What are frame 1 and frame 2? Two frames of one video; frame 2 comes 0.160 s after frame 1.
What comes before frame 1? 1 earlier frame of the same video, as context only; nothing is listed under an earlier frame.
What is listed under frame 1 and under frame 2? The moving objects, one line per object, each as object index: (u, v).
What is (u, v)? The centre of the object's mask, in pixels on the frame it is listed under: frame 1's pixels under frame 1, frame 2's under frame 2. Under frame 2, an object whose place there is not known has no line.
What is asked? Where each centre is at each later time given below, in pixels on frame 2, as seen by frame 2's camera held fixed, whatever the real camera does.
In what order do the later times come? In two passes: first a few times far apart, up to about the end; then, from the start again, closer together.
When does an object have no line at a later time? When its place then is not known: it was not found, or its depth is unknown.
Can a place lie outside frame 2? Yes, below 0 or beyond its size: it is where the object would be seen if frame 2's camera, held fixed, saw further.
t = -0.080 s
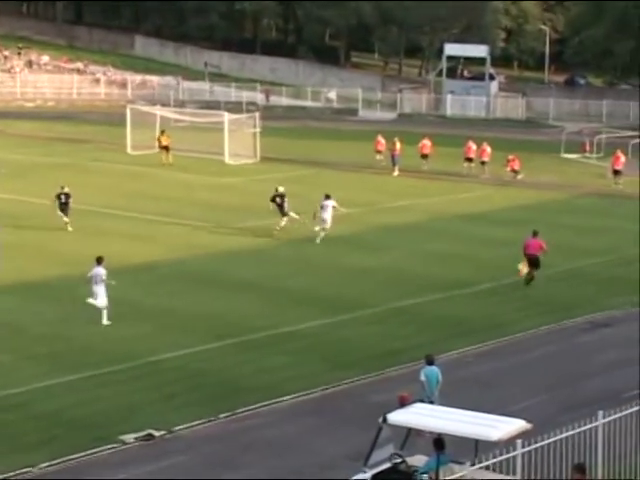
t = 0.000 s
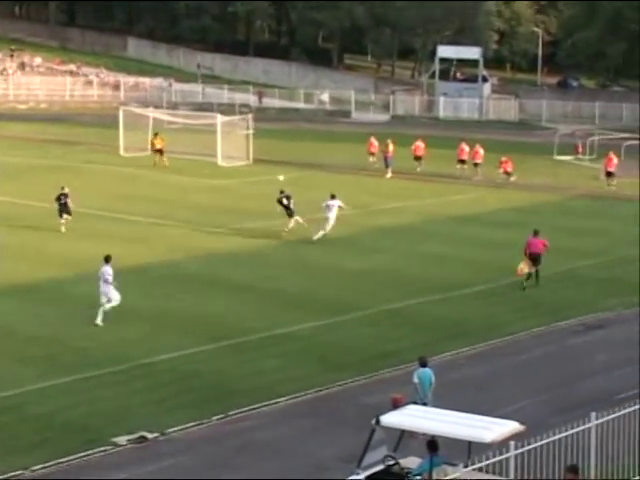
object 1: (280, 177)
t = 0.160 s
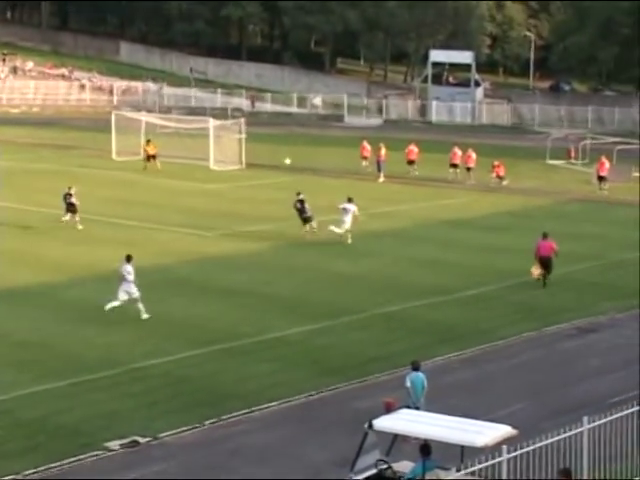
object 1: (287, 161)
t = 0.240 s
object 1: (294, 153)
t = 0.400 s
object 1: (307, 143)
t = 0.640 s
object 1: (327, 141)
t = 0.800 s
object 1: (340, 149)
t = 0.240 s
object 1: (294, 153)
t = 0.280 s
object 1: (297, 149)
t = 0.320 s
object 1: (301, 147)
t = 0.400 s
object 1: (307, 143)
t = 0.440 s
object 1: (311, 141)
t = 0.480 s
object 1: (314, 140)
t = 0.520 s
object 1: (317, 140)
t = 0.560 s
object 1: (321, 140)
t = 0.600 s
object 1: (324, 140)
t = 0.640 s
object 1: (327, 141)
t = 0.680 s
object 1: (330, 142)
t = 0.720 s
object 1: (334, 144)
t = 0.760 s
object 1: (337, 146)
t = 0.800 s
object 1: (340, 149)
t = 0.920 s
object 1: (350, 159)
